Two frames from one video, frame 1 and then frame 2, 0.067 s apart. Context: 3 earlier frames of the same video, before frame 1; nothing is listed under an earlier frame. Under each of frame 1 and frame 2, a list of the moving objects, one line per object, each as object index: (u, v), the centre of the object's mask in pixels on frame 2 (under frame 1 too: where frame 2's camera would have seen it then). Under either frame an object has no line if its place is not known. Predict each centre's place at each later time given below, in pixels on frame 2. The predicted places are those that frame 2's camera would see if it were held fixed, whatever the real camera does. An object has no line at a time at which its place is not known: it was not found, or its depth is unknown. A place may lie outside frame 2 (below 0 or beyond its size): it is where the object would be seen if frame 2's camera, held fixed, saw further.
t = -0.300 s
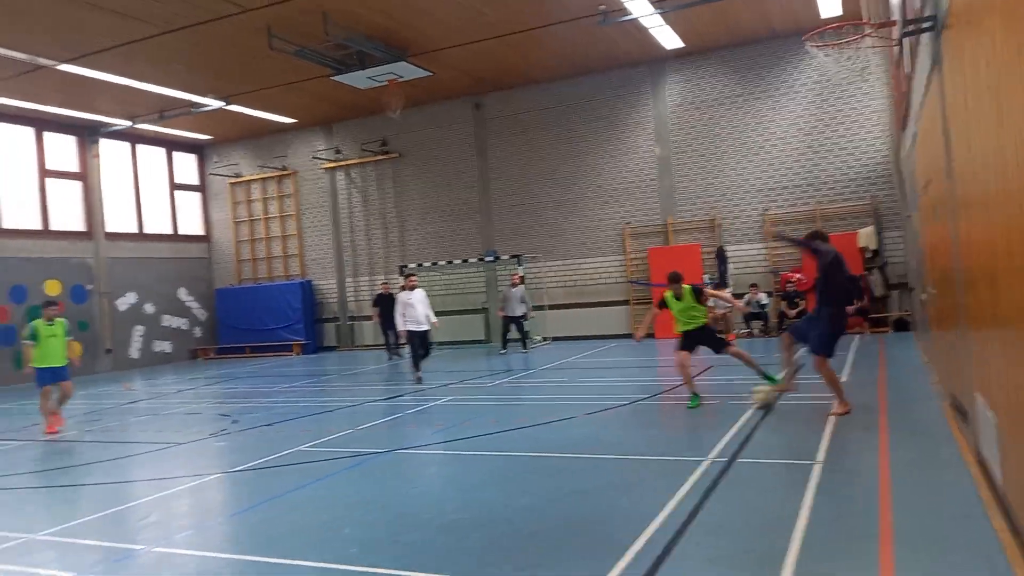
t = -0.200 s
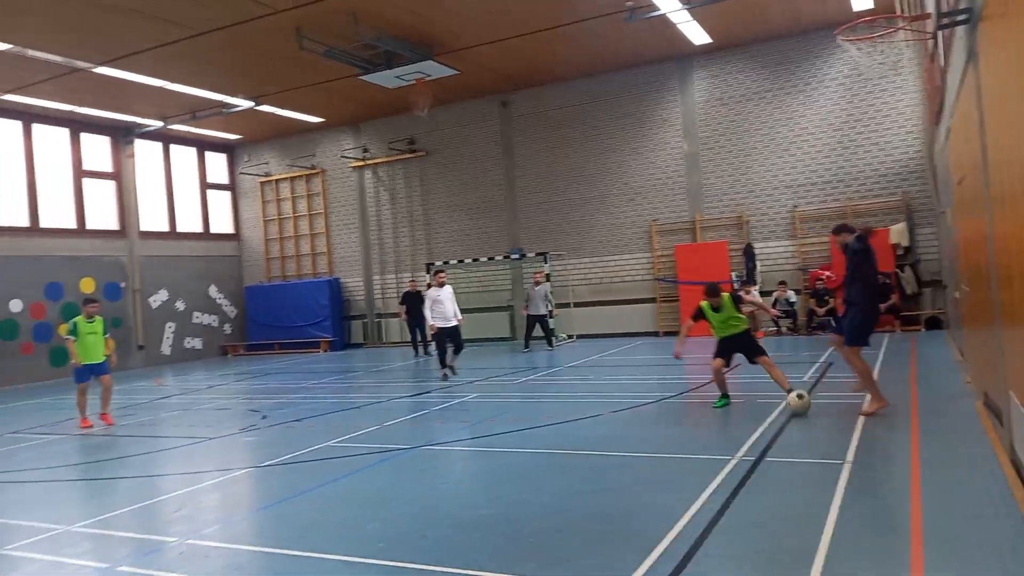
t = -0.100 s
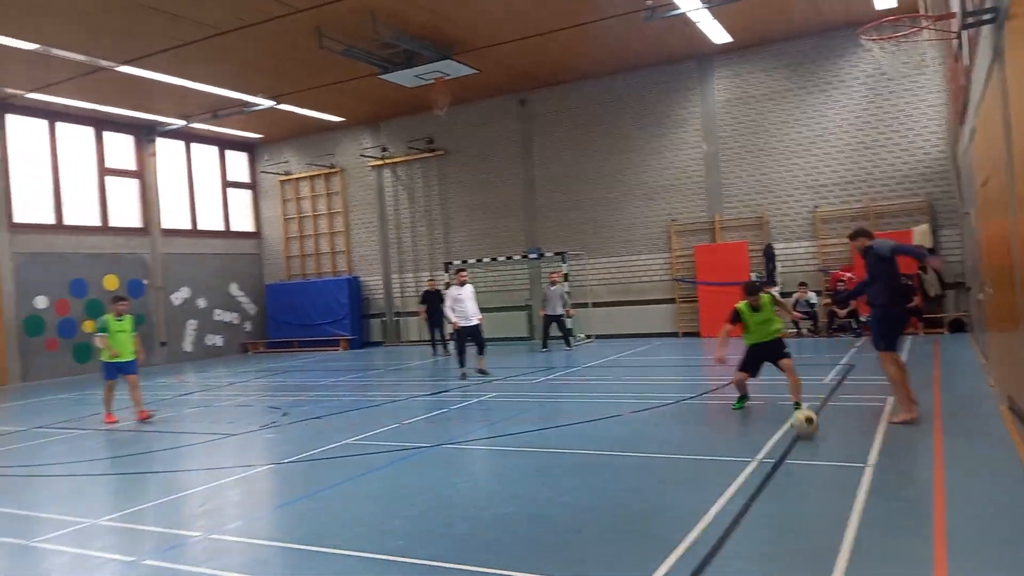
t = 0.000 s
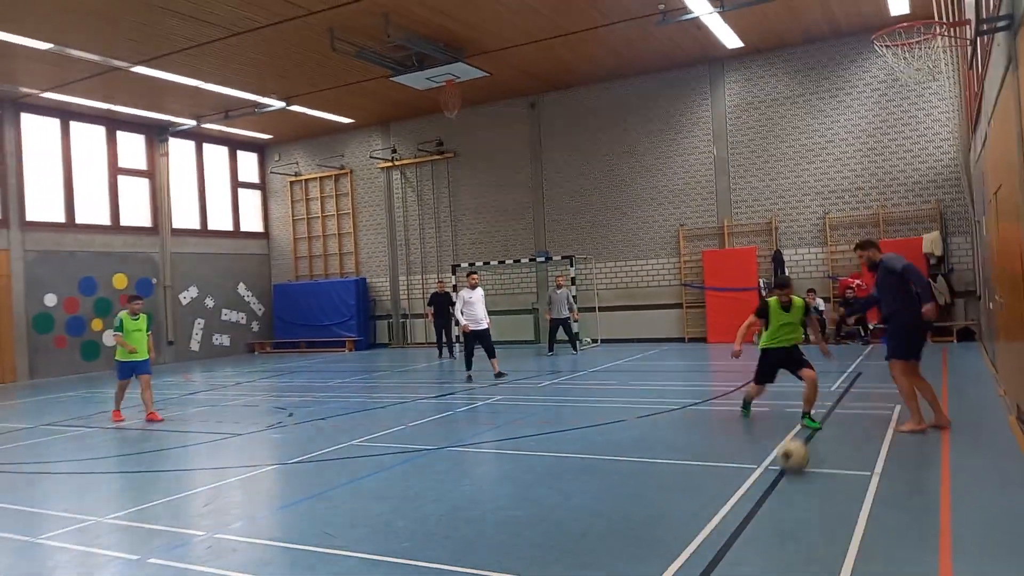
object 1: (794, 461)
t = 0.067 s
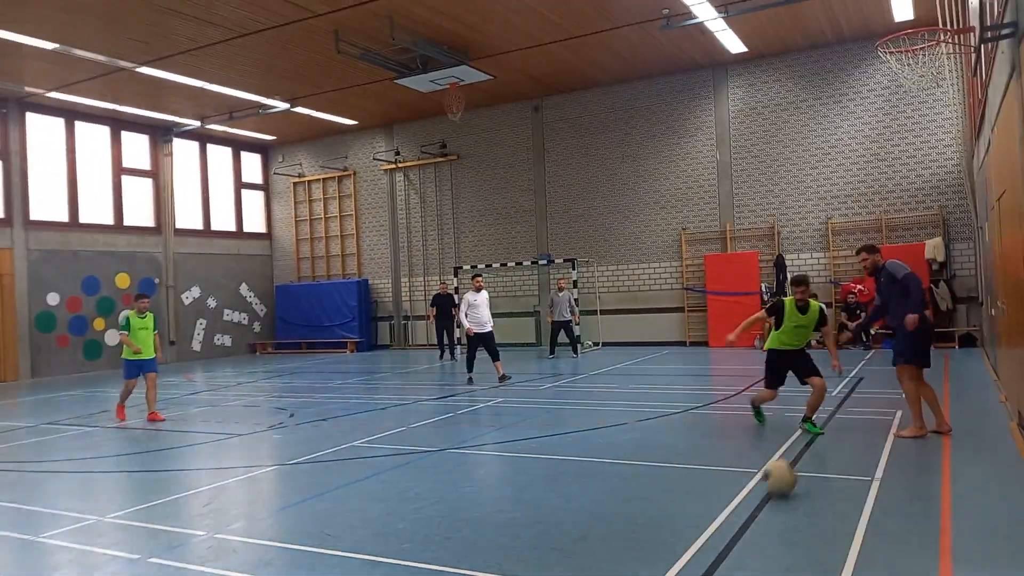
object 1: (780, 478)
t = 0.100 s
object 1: (772, 489)
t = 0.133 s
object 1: (764, 500)
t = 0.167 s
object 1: (755, 511)
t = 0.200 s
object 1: (746, 524)
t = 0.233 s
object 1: (736, 539)
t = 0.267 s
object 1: (725, 553)
